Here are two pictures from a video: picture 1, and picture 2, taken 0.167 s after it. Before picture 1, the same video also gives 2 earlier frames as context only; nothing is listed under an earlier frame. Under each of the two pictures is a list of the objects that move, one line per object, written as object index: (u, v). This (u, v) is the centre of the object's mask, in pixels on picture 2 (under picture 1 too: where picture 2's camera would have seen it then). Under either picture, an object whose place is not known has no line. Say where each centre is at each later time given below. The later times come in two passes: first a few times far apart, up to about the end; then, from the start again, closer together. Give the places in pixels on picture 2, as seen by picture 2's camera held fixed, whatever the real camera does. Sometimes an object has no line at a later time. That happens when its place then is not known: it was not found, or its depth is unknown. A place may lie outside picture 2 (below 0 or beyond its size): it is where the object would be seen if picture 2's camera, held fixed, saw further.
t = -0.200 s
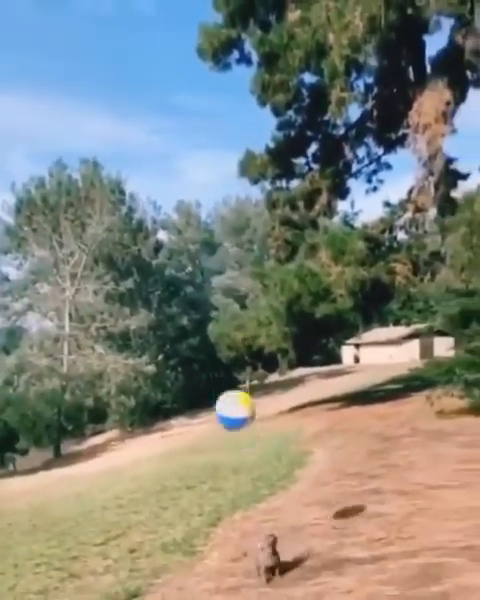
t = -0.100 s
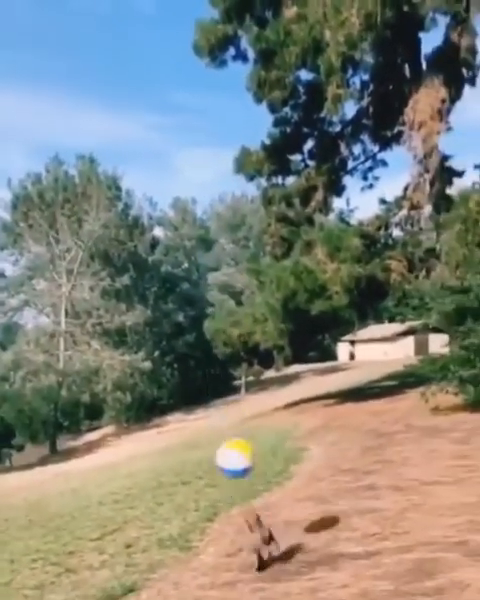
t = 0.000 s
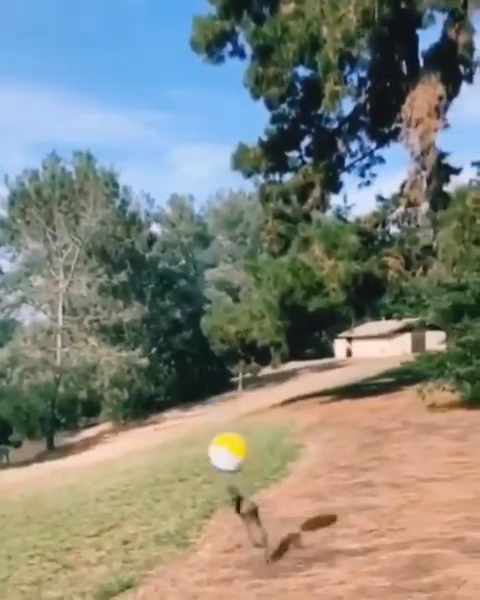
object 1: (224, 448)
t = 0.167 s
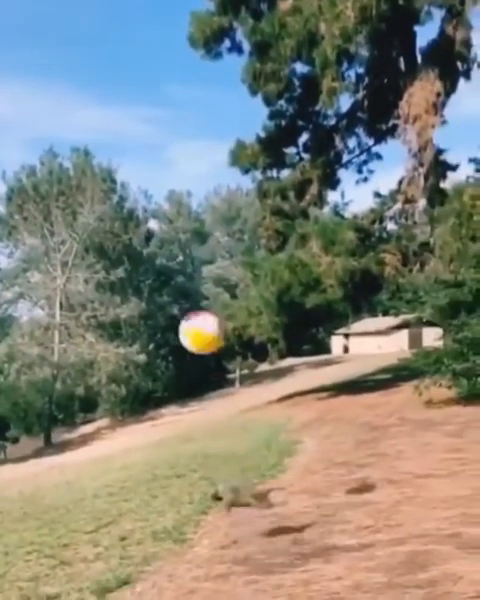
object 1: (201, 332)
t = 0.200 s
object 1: (195, 311)
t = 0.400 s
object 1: (173, 209)
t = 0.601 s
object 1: (153, 157)
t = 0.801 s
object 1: (134, 144)
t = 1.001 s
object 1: (125, 171)
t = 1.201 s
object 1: (122, 234)
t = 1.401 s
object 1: (126, 322)
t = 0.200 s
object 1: (195, 311)
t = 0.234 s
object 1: (191, 291)
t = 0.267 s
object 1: (187, 272)
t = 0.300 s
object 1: (183, 255)
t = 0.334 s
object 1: (179, 238)
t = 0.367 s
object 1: (175, 222)
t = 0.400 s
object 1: (173, 209)
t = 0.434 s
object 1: (167, 198)
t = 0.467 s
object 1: (164, 187)
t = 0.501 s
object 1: (160, 177)
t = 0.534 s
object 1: (158, 168)
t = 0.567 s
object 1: (155, 162)
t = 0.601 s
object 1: (153, 157)
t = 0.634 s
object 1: (149, 150)
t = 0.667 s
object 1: (146, 146)
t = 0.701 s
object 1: (143, 144)
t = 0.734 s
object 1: (141, 143)
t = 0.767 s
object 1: (139, 143)
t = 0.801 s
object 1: (134, 144)
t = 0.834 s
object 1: (132, 145)
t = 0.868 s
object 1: (129, 149)
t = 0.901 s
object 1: (128, 152)
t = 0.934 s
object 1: (127, 158)
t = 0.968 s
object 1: (126, 164)
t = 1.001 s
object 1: (125, 171)
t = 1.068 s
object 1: (124, 189)
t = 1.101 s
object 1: (123, 200)
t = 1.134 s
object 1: (128, 208)
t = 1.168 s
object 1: (123, 221)
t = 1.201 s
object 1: (122, 234)
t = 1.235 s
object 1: (123, 247)
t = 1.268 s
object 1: (122, 261)
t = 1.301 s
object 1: (124, 275)
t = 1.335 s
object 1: (125, 290)
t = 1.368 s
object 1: (125, 306)
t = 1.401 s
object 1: (126, 322)
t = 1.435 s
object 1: (128, 339)
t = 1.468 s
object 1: (130, 356)
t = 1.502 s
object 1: (131, 374)
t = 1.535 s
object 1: (133, 392)
